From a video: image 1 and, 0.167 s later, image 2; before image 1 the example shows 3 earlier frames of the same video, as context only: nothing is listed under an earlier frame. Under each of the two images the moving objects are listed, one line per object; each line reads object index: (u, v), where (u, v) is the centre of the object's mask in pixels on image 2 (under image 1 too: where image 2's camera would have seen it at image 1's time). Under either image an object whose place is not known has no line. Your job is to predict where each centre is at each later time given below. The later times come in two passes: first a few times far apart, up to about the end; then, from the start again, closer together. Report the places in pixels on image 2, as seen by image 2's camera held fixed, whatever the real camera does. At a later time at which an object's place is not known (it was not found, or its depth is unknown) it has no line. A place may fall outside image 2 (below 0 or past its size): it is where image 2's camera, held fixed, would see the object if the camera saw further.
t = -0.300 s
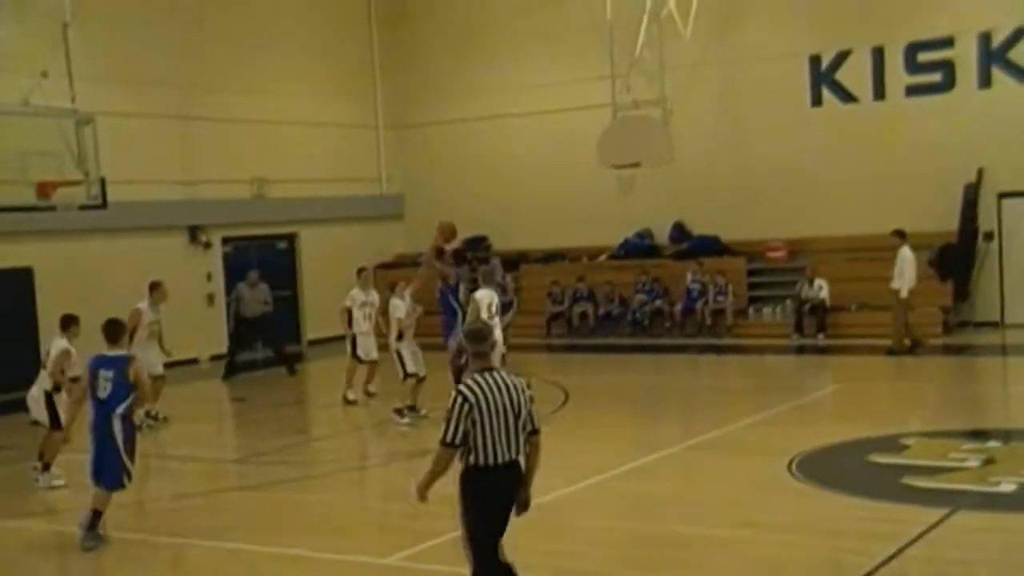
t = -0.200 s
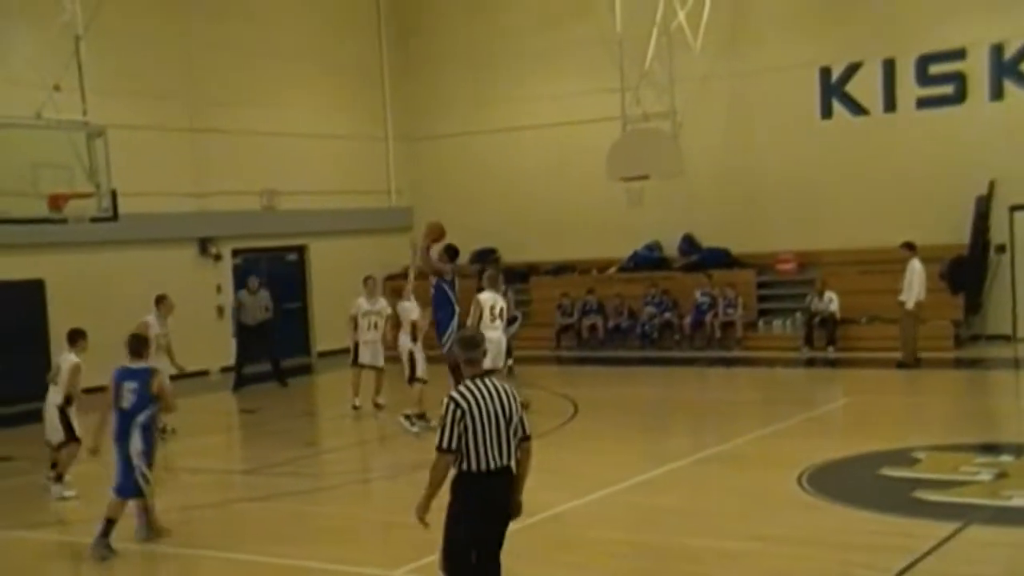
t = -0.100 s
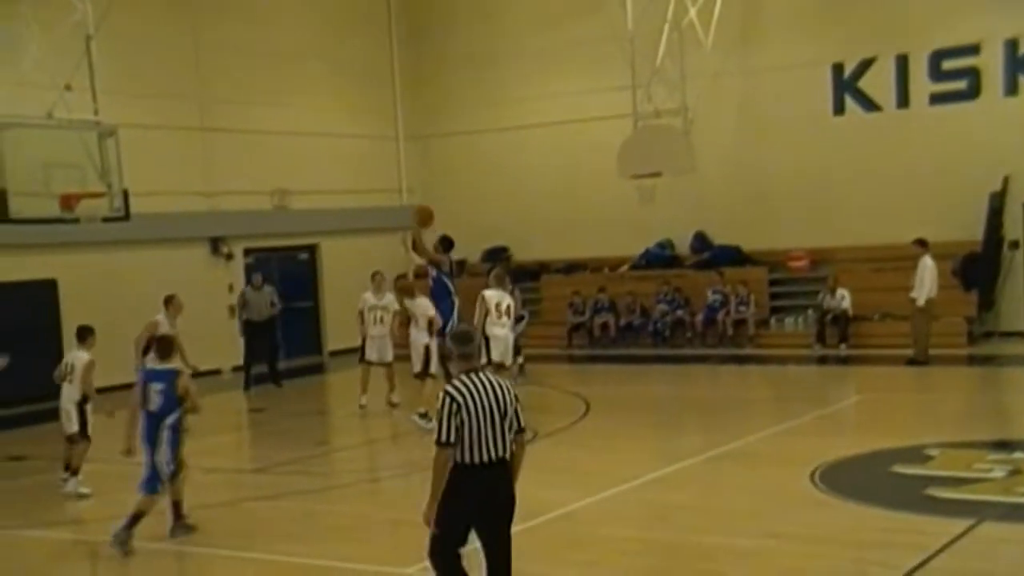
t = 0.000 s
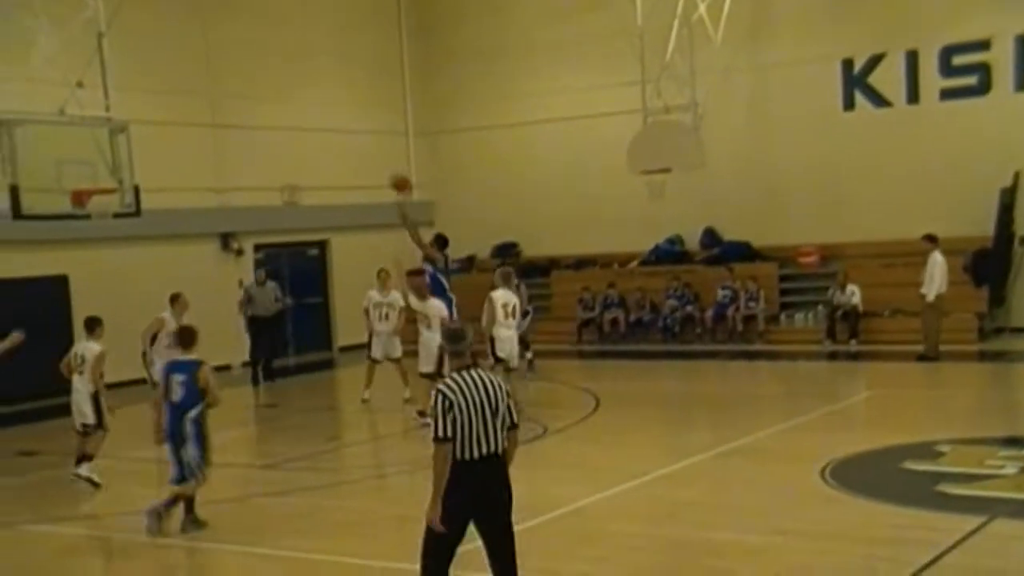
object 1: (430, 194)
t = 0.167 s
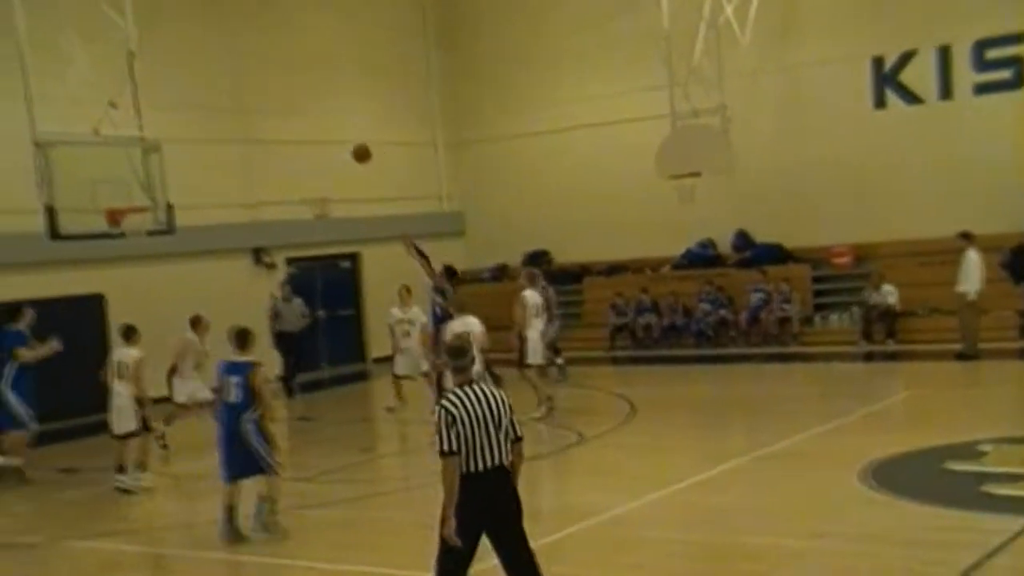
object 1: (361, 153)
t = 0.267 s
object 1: (321, 140)
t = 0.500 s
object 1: (236, 141)
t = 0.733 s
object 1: (159, 183)
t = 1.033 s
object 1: (139, 256)
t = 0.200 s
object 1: (347, 148)
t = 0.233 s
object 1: (334, 144)
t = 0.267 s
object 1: (321, 140)
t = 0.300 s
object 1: (308, 138)
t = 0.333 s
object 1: (296, 136)
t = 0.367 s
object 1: (284, 135)
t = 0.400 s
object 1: (272, 135)
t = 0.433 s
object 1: (259, 137)
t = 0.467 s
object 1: (248, 138)
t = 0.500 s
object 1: (236, 141)
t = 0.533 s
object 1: (224, 144)
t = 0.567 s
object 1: (212, 149)
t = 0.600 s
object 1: (202, 154)
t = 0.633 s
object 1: (190, 160)
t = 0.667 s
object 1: (180, 167)
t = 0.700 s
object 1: (170, 174)
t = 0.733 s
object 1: (159, 183)
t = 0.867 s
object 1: (120, 218)
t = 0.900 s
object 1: (127, 226)
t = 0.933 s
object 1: (128, 232)
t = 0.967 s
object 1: (132, 238)
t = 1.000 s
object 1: (136, 248)
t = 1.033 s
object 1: (139, 256)
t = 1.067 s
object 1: (143, 266)
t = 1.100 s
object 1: (146, 276)
